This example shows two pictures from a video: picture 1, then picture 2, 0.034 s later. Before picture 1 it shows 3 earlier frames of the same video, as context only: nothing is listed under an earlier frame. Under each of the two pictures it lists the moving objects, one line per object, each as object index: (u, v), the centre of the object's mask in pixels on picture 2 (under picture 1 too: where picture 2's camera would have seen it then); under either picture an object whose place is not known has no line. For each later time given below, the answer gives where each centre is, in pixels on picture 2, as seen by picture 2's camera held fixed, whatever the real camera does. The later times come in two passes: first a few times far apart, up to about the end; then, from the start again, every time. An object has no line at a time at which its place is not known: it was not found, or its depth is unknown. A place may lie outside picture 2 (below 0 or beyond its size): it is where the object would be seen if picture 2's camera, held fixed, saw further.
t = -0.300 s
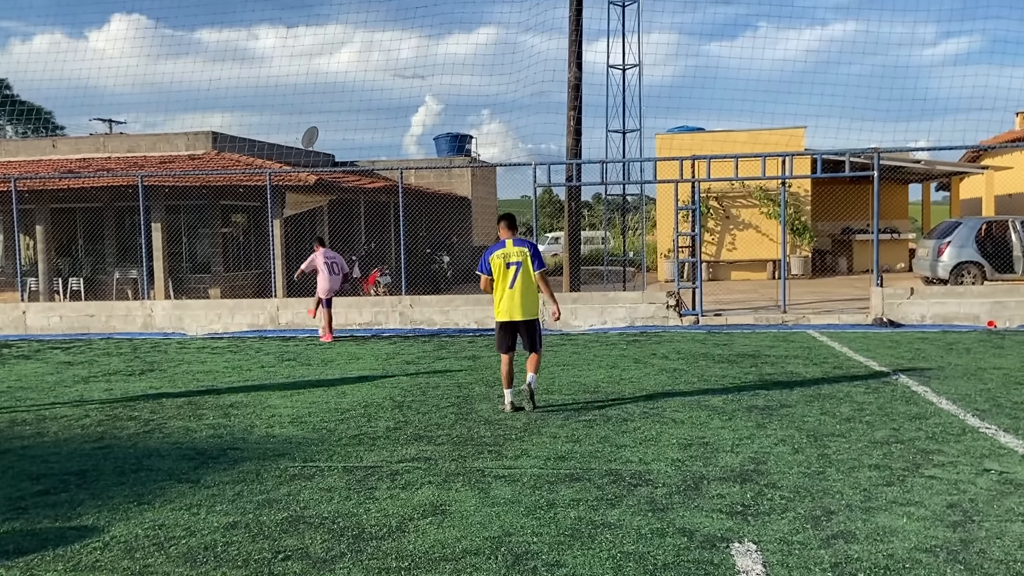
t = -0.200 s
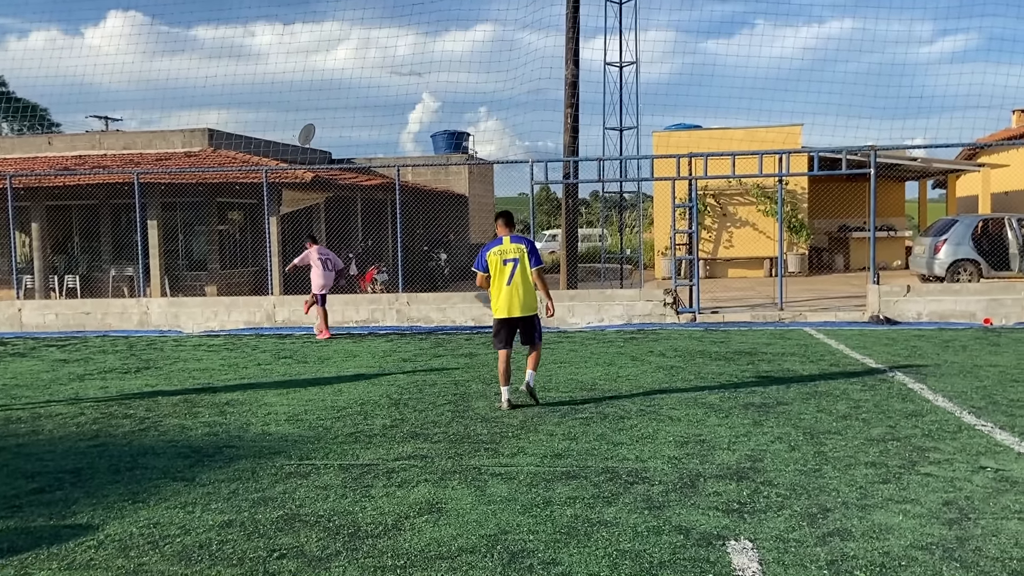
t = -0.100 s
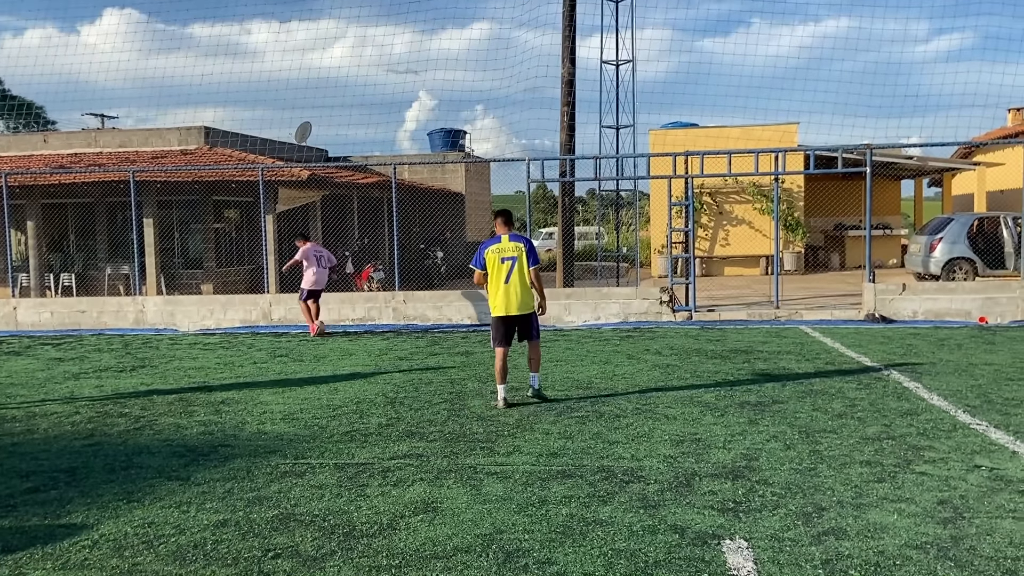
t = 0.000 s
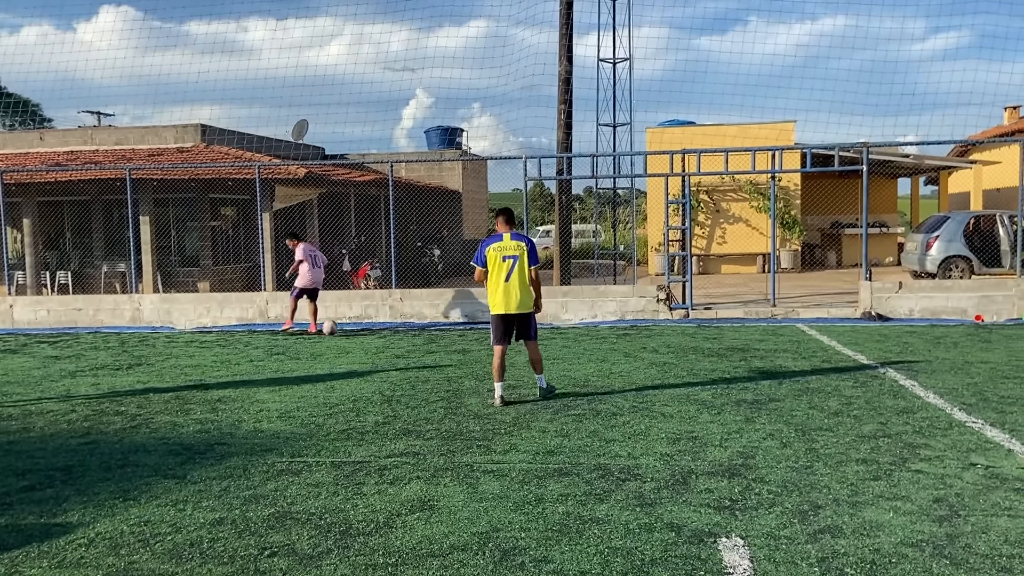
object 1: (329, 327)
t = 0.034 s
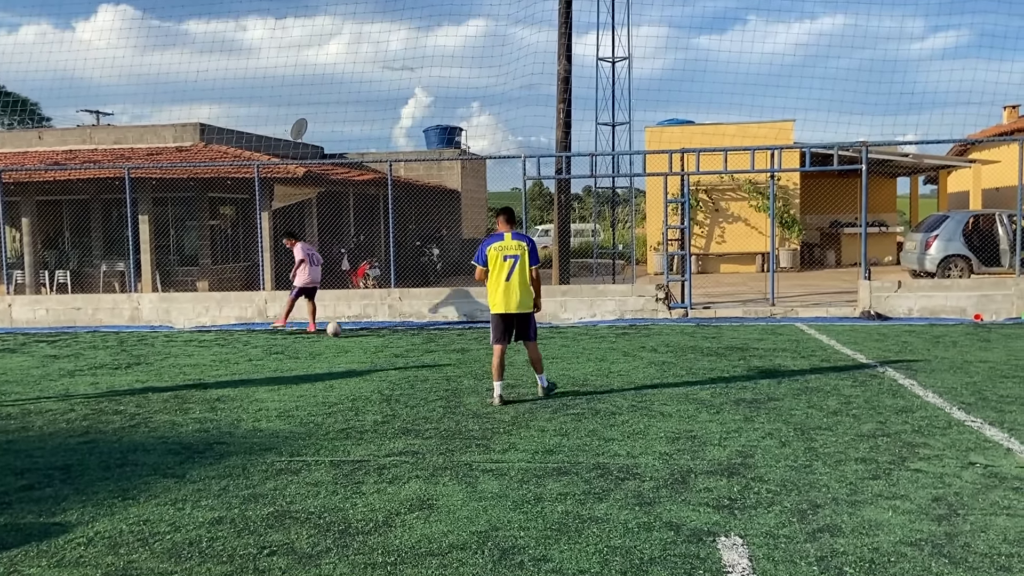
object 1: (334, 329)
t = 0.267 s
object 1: (370, 337)
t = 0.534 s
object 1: (403, 343)
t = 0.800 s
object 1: (439, 350)
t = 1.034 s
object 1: (471, 357)
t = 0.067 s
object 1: (339, 330)
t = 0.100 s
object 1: (344, 331)
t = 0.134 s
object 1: (350, 332)
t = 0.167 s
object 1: (355, 335)
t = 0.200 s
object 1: (360, 335)
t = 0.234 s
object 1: (365, 335)
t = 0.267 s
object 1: (370, 337)
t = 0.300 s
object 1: (374, 338)
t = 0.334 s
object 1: (378, 337)
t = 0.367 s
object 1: (382, 337)
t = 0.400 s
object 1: (386, 338)
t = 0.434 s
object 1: (391, 340)
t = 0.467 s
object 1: (395, 341)
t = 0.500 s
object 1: (399, 342)
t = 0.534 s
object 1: (403, 343)
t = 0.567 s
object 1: (407, 344)
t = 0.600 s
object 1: (412, 344)
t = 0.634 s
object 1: (416, 345)
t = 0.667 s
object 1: (420, 346)
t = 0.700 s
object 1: (425, 347)
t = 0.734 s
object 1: (430, 348)
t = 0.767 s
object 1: (434, 349)
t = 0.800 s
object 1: (439, 350)
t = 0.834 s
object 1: (443, 351)
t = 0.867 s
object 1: (448, 352)
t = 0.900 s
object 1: (452, 353)
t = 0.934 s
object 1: (458, 354)
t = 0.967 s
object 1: (462, 355)
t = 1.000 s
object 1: (467, 356)
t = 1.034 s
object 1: (471, 357)
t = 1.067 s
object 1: (477, 358)
